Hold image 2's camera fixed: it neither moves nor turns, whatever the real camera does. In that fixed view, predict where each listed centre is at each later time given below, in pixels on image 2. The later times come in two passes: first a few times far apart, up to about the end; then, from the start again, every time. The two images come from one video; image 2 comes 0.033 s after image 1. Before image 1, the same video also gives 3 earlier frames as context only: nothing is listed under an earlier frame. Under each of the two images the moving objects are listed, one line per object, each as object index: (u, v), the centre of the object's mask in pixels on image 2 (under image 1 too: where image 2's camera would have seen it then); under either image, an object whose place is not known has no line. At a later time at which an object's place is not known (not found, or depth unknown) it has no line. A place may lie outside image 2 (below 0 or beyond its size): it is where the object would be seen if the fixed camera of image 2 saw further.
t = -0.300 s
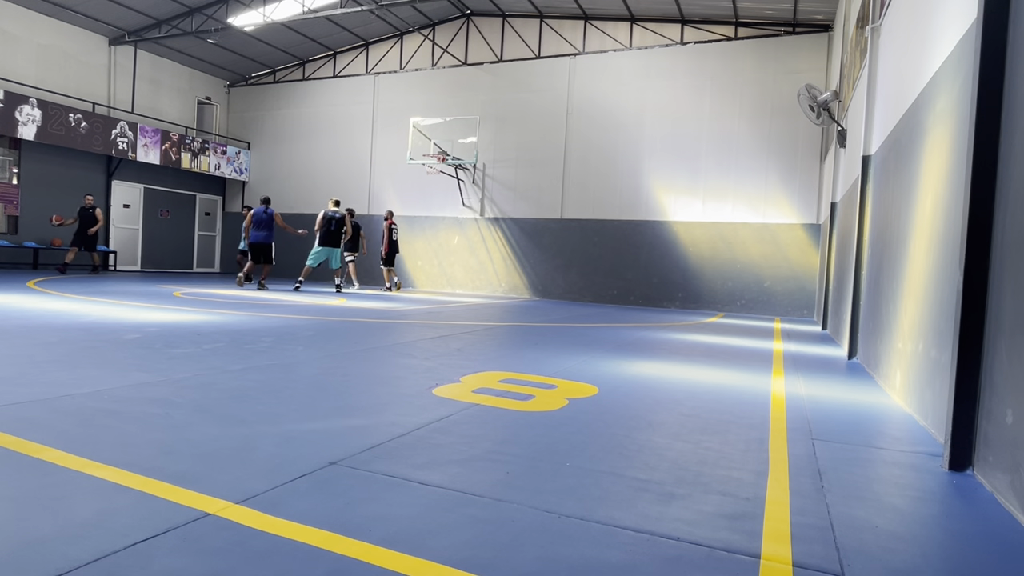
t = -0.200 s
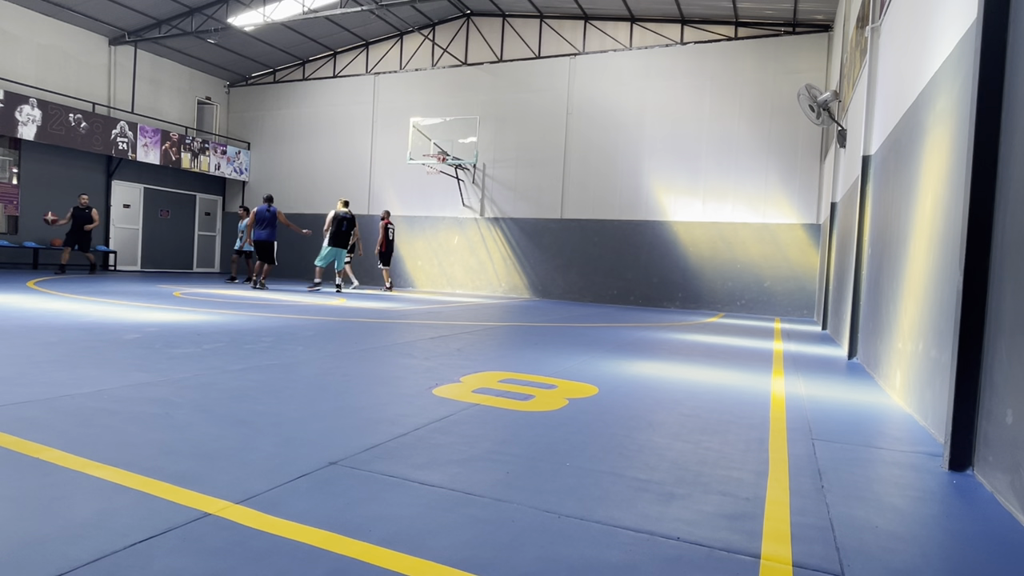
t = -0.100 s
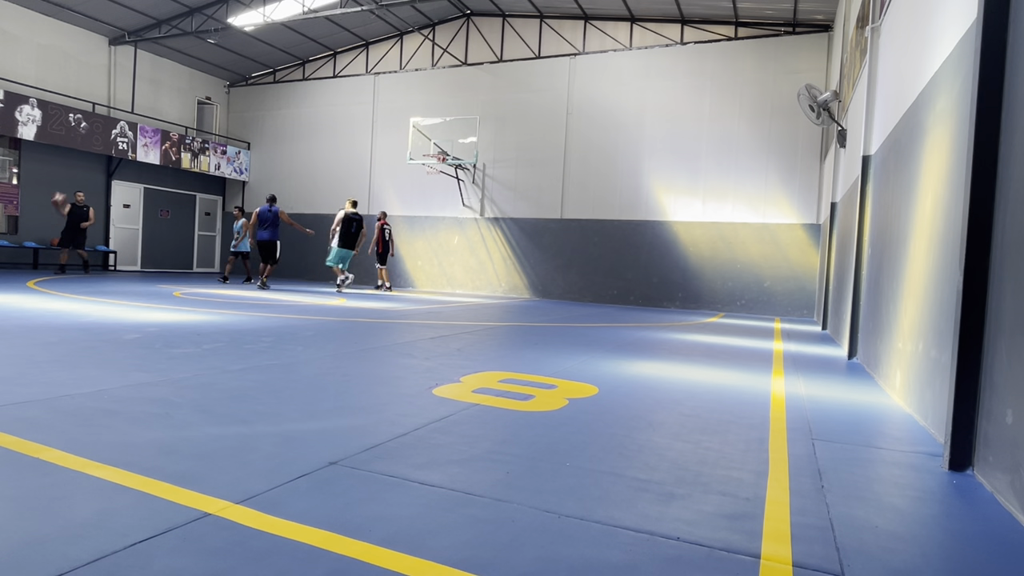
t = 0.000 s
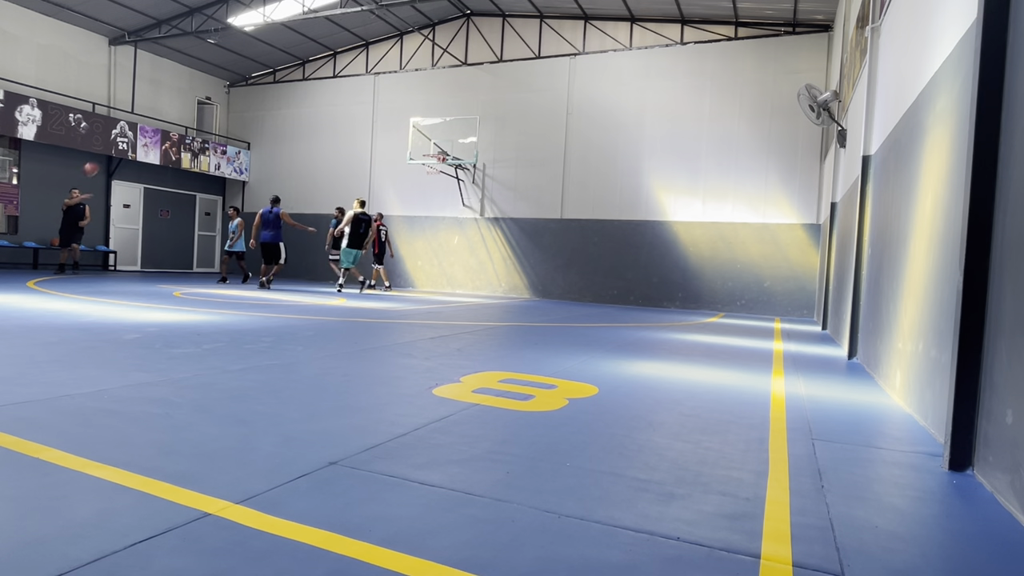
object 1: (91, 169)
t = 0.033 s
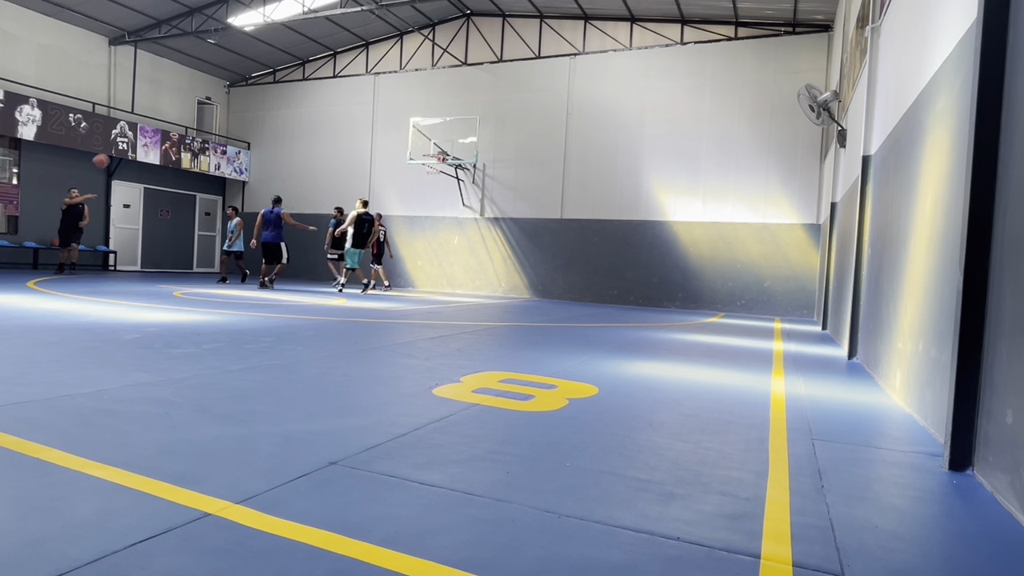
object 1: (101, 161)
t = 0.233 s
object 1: (165, 119)
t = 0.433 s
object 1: (227, 98)
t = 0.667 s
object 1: (299, 100)
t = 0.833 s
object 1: (349, 119)
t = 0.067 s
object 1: (111, 153)
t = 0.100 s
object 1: (122, 145)
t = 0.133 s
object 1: (133, 137)
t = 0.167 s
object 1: (145, 131)
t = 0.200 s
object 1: (155, 124)
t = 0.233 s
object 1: (165, 119)
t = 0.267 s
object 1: (175, 114)
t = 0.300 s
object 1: (186, 110)
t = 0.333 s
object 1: (196, 107)
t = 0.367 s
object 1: (207, 103)
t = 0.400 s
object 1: (217, 100)
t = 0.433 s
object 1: (227, 98)
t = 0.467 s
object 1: (238, 97)
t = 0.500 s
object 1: (248, 96)
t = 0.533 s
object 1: (259, 96)
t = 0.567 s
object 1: (268, 96)
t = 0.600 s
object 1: (279, 97)
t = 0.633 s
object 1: (289, 97)
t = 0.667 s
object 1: (299, 100)
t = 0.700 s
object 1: (309, 103)
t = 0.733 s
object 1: (320, 106)
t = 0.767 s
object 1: (329, 110)
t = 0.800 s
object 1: (339, 114)
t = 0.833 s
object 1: (349, 119)
